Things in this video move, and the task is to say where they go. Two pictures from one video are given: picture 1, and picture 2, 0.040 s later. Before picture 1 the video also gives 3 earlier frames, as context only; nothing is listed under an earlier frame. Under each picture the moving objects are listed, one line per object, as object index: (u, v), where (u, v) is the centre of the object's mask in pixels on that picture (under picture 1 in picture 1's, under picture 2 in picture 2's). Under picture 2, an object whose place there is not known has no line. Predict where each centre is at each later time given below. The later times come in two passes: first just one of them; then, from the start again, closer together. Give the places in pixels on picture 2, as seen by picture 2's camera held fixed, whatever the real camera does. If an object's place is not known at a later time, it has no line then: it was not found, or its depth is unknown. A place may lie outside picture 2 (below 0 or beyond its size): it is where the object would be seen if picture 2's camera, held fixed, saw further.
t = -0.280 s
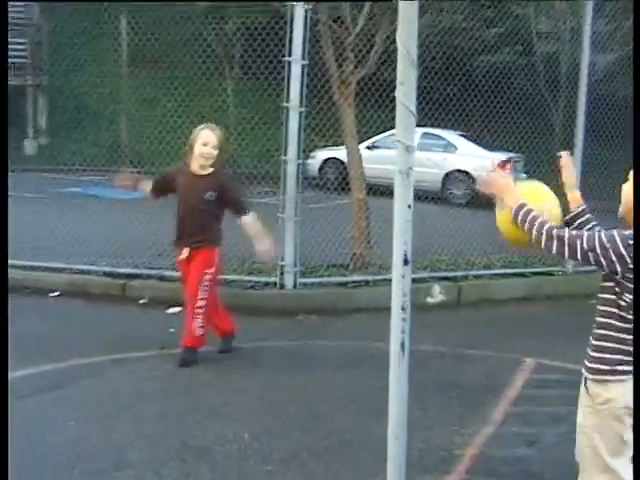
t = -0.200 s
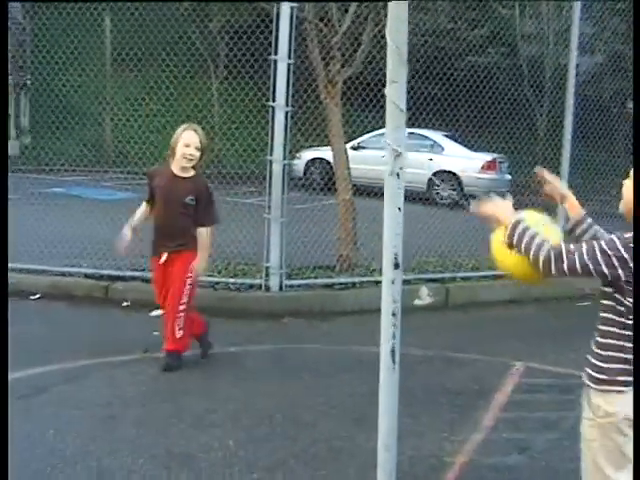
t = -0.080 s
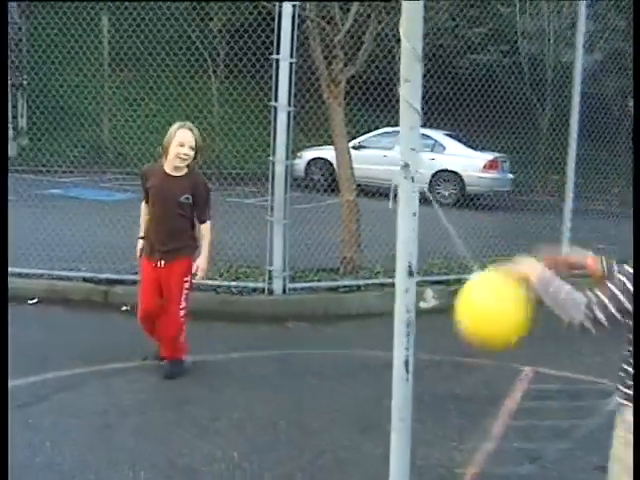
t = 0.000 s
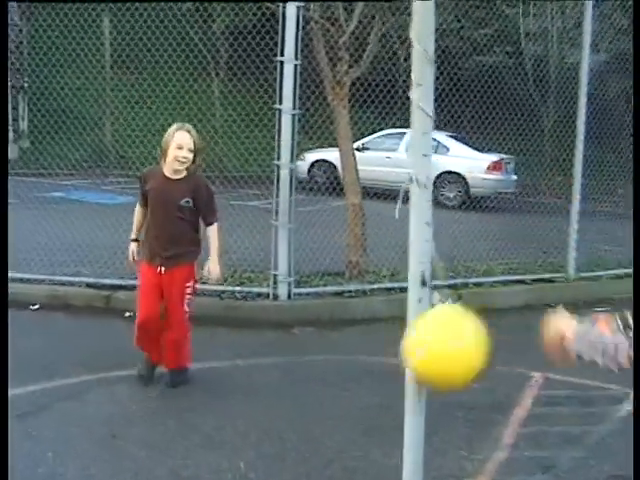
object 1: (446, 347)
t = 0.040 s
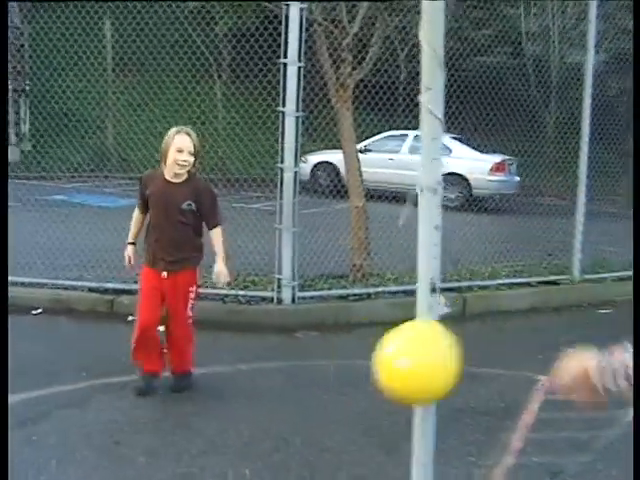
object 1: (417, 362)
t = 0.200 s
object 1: (299, 318)
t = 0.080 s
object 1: (377, 359)
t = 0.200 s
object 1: (299, 318)
